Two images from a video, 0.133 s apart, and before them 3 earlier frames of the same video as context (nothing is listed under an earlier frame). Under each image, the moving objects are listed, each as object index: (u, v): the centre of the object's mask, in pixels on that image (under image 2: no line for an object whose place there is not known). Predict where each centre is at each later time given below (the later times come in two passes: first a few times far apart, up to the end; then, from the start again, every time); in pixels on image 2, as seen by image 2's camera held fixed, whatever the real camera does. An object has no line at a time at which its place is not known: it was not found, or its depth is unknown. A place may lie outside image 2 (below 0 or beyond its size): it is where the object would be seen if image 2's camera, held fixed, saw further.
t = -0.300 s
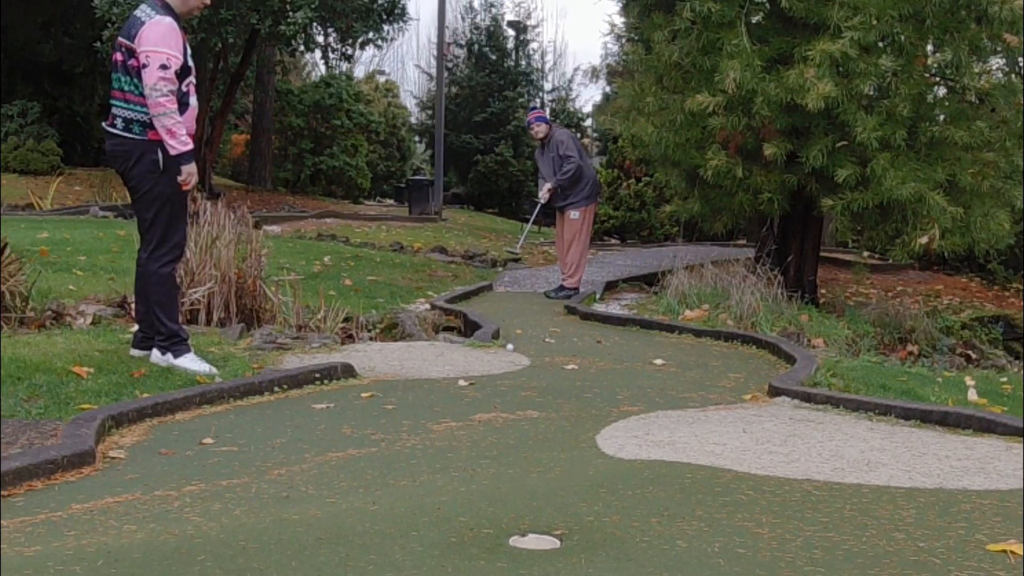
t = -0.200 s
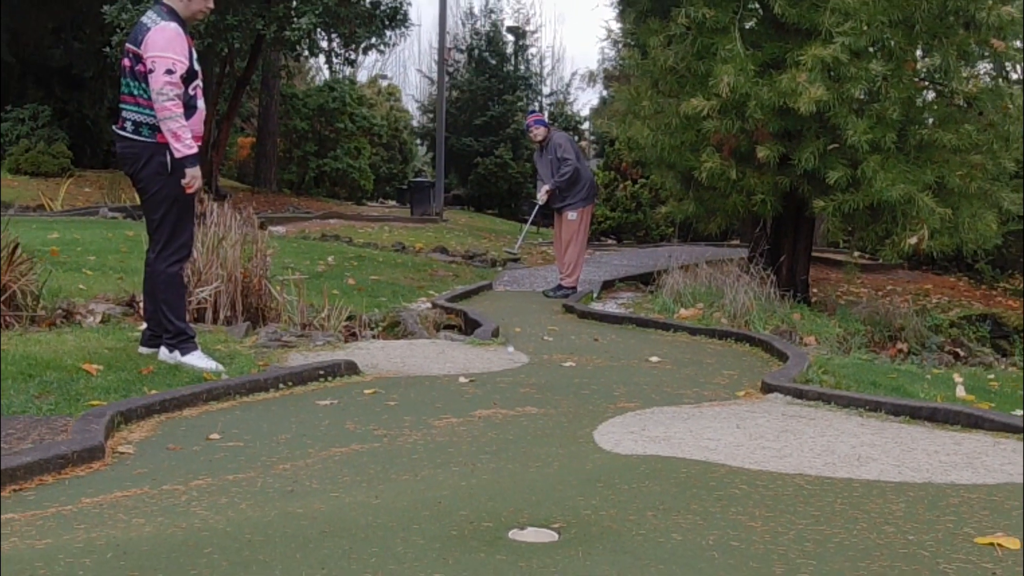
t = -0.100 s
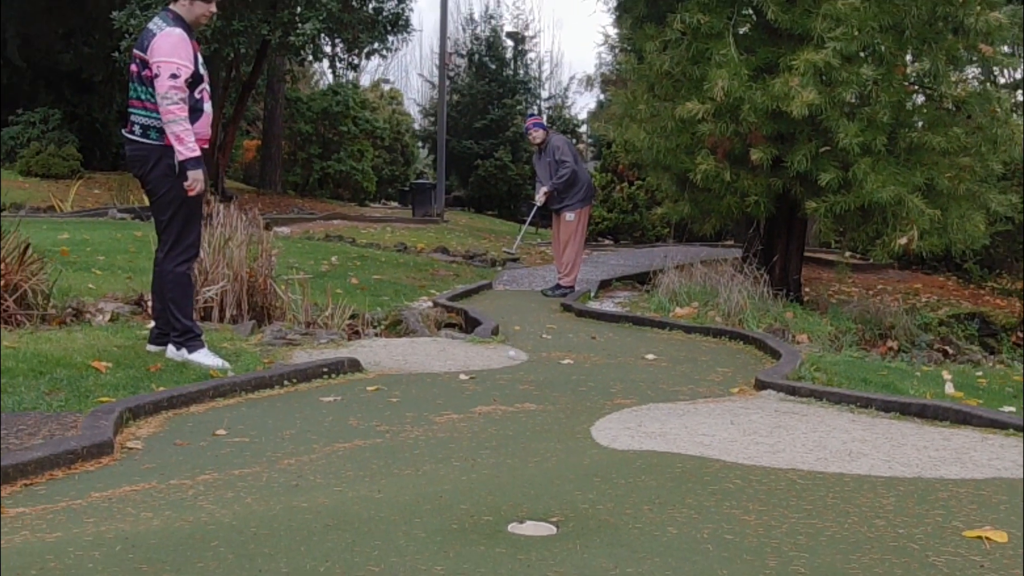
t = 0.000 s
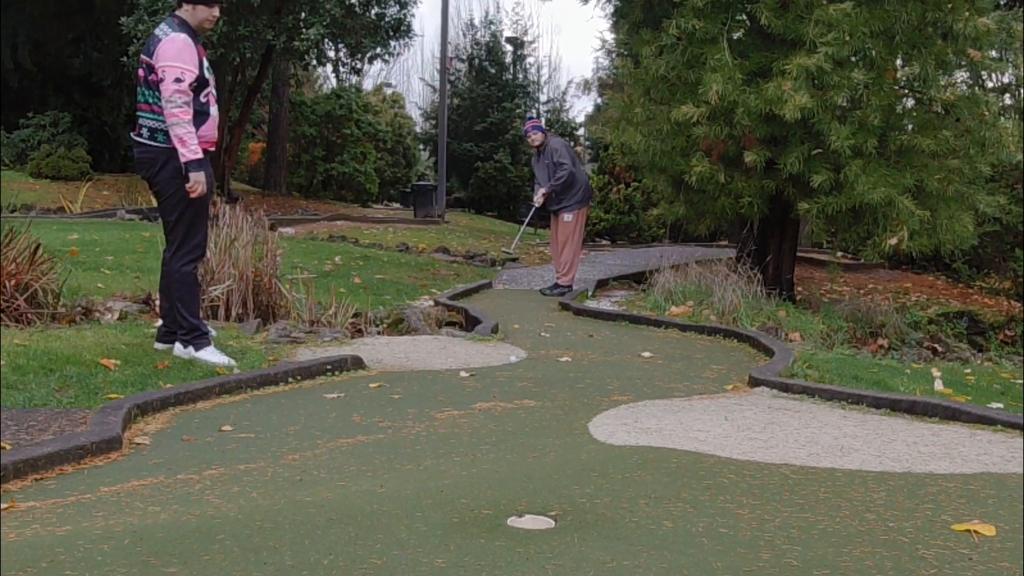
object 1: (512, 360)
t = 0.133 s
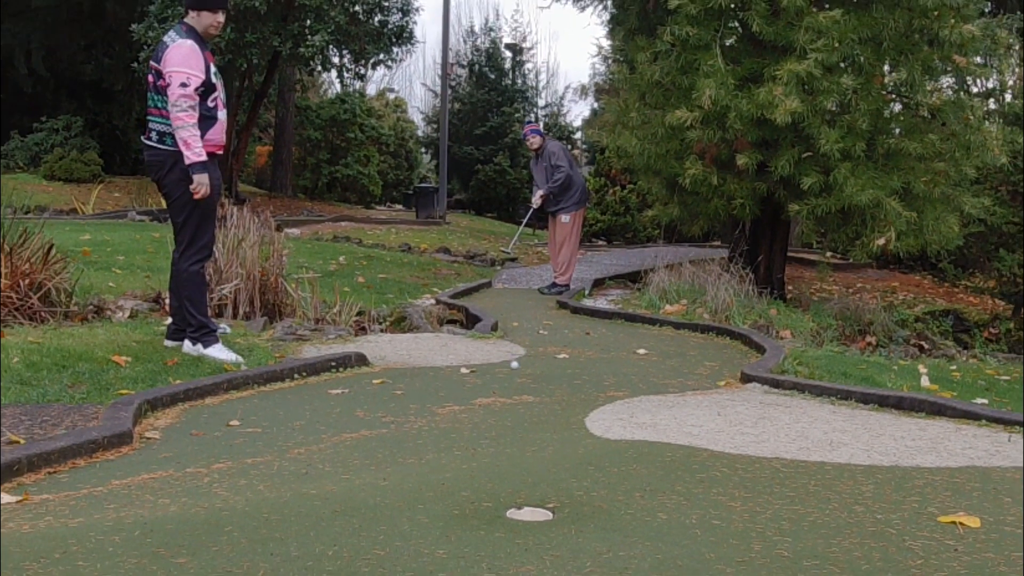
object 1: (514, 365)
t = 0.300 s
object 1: (519, 377)
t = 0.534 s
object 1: (526, 394)
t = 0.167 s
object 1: (515, 367)
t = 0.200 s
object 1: (516, 370)
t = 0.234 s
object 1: (516, 372)
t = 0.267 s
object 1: (517, 374)
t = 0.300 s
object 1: (519, 377)
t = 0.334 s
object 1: (519, 379)
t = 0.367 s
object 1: (521, 382)
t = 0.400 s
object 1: (521, 384)
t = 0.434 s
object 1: (522, 387)
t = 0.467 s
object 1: (524, 388)
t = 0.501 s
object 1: (524, 391)
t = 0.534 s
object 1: (526, 394)
